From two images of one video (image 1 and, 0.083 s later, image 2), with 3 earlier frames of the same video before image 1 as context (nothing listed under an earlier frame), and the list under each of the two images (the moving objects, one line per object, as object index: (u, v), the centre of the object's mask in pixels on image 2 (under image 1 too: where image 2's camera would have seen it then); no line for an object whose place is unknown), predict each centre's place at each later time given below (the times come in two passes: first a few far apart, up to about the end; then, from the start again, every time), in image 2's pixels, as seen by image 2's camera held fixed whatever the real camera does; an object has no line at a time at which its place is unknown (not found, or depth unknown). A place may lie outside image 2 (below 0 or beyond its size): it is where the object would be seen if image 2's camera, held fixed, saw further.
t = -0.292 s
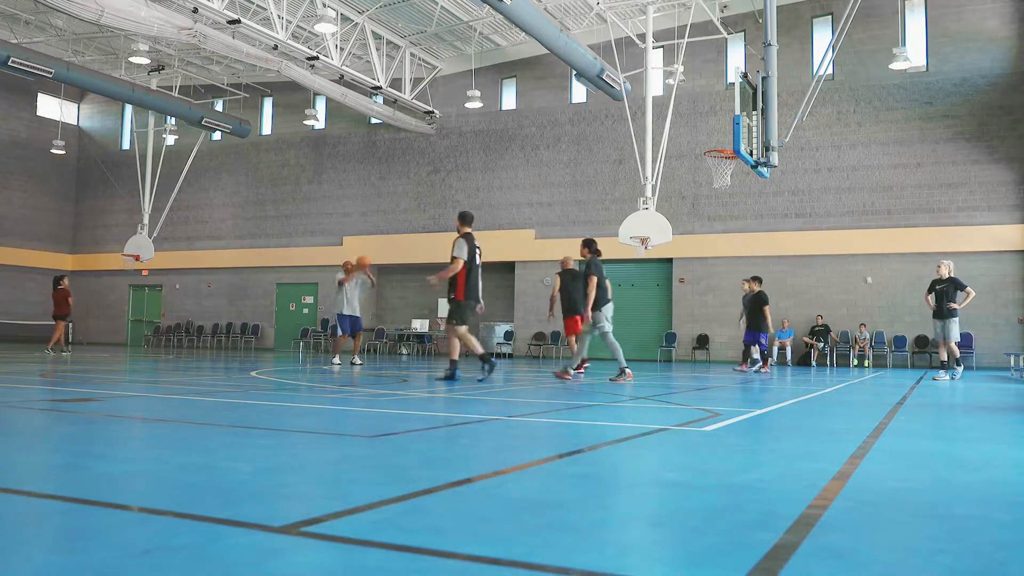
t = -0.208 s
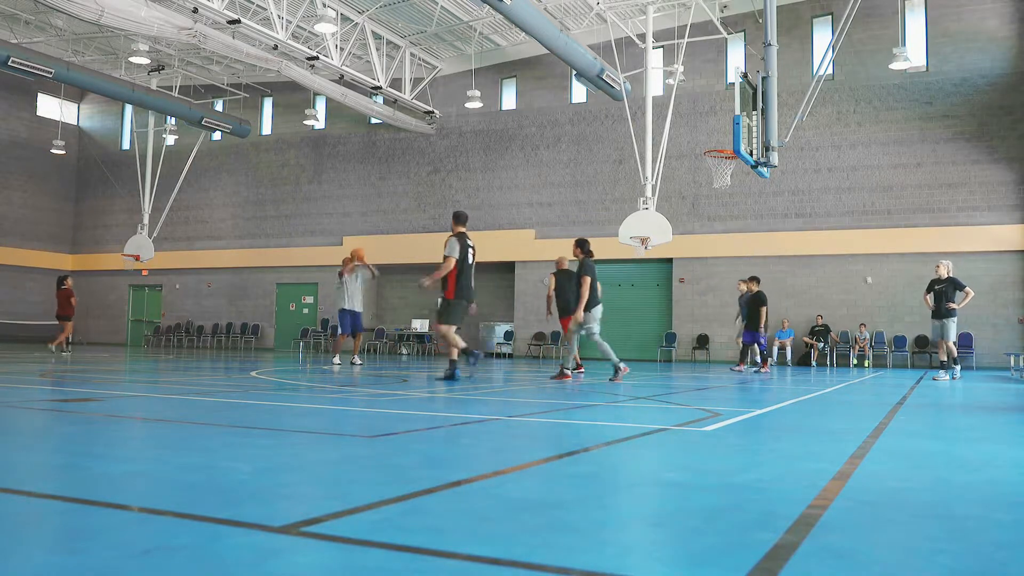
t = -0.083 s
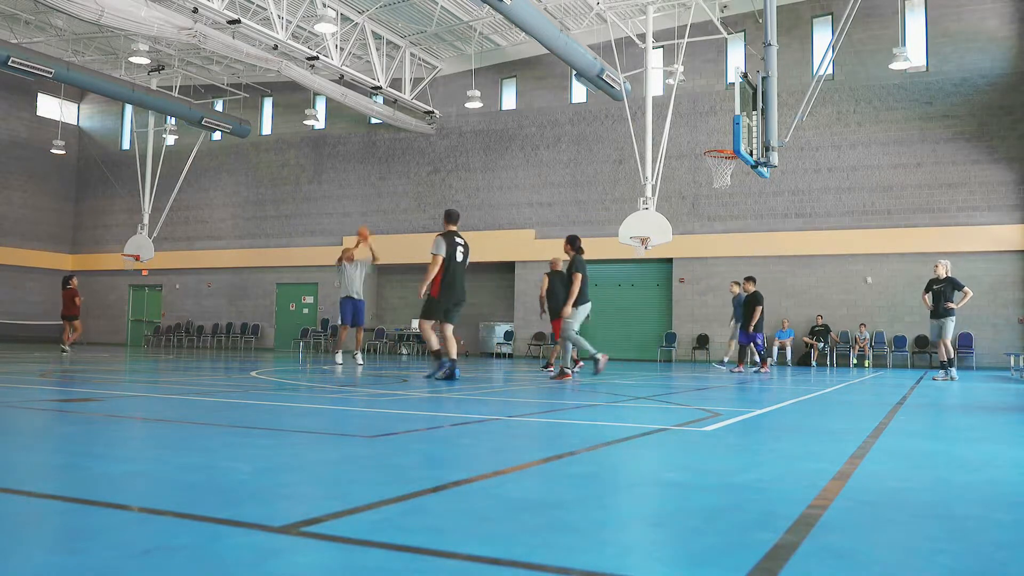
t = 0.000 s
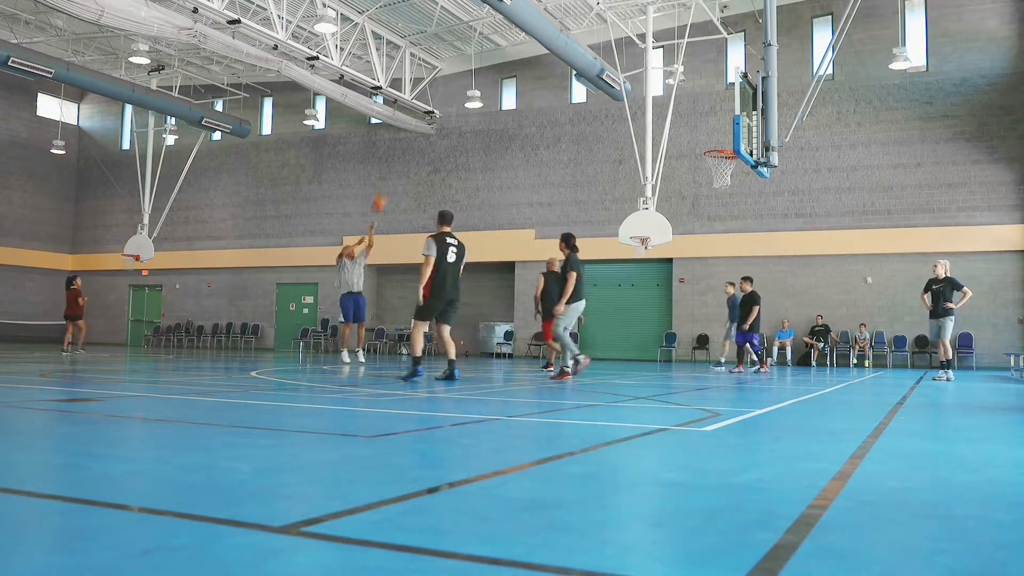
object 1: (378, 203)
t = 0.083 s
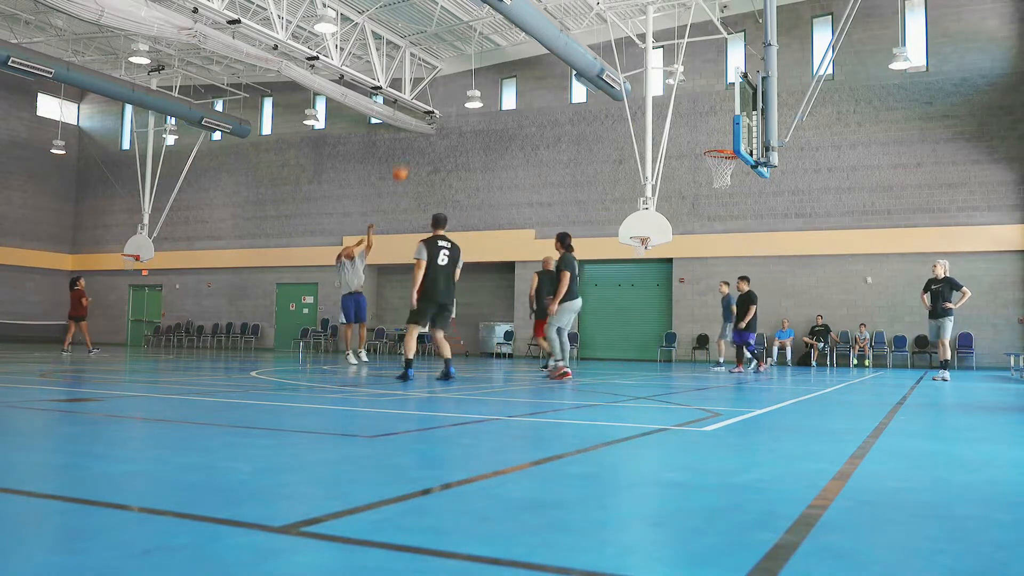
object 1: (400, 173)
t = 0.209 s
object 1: (433, 135)
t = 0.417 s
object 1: (487, 90)
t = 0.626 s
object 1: (545, 67)
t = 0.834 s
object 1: (606, 71)
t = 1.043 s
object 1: (673, 106)
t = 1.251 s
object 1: (730, 163)
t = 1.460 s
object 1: (704, 184)
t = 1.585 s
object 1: (689, 205)
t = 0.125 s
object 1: (410, 160)
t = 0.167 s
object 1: (421, 148)
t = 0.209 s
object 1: (433, 135)
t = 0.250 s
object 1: (443, 126)
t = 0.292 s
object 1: (452, 115)
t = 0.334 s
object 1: (463, 106)
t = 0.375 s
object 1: (476, 97)
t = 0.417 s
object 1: (487, 90)
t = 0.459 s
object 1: (497, 83)
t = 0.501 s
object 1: (510, 78)
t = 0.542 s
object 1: (521, 73)
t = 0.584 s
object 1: (533, 70)
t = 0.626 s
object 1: (545, 67)
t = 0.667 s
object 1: (556, 66)
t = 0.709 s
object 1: (569, 66)
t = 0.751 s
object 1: (581, 66)
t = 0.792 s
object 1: (593, 68)
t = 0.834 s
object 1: (606, 71)
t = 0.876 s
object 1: (619, 75)
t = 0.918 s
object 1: (632, 81)
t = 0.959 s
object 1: (643, 88)
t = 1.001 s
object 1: (660, 97)
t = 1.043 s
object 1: (673, 106)
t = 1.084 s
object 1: (686, 116)
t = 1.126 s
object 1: (700, 128)
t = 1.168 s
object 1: (713, 143)
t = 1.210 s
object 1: (724, 154)
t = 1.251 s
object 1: (730, 163)
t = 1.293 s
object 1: (725, 169)
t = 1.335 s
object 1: (720, 176)
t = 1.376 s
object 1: (714, 177)
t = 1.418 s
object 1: (708, 180)
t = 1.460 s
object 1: (704, 184)
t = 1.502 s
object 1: (699, 190)
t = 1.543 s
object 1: (693, 197)
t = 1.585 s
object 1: (689, 205)
